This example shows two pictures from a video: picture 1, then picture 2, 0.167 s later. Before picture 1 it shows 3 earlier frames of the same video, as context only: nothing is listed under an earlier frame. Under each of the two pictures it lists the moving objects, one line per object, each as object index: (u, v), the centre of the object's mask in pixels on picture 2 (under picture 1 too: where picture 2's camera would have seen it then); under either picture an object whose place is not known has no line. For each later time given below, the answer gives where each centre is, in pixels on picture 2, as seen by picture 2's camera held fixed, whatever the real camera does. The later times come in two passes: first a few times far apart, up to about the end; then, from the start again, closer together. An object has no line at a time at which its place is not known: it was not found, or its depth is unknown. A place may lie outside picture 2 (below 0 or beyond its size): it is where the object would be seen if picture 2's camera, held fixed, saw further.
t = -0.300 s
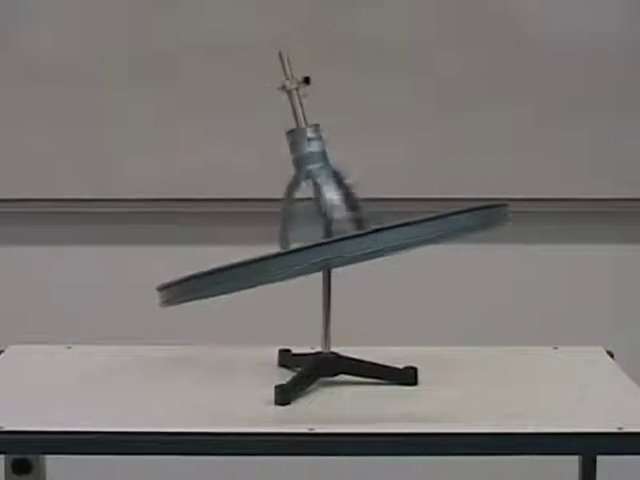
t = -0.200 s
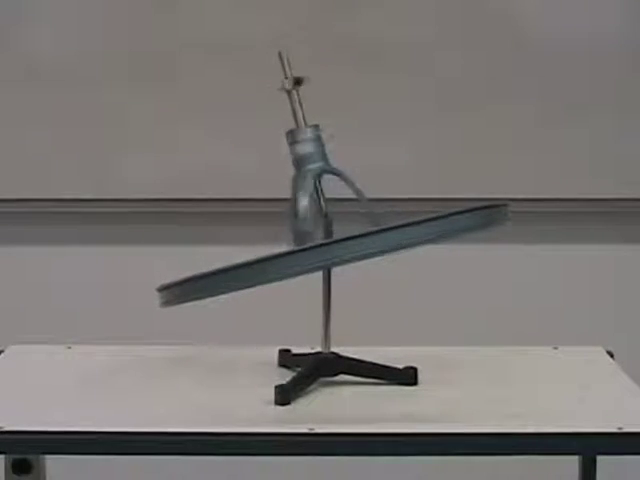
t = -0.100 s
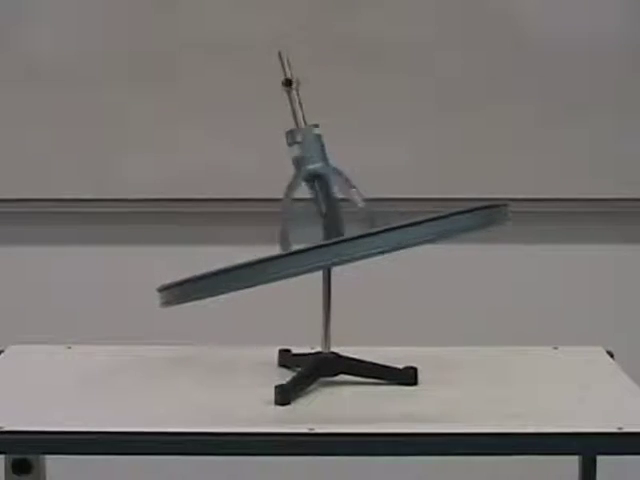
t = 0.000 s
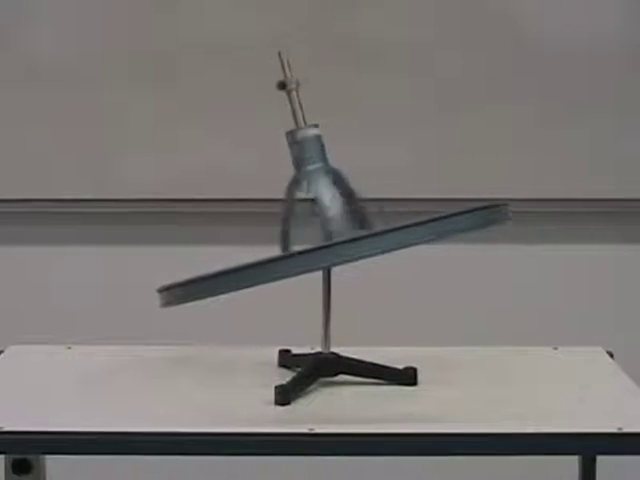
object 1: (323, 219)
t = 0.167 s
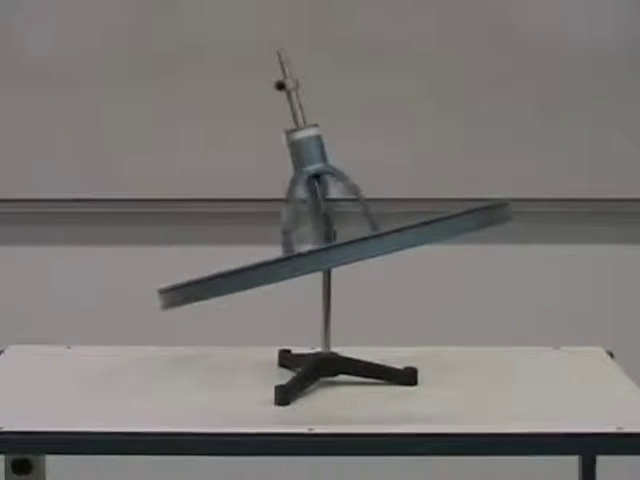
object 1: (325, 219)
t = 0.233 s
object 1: (324, 219)
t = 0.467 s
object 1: (323, 221)
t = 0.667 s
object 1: (324, 223)
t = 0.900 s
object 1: (323, 225)
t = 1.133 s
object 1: (326, 227)
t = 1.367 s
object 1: (327, 229)
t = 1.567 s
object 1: (328, 231)
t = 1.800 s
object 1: (330, 232)
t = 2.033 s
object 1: (329, 233)
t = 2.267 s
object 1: (329, 235)
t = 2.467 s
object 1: (330, 236)
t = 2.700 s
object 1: (331, 238)
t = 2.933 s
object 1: (331, 238)
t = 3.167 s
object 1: (331, 240)
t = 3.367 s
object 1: (332, 240)
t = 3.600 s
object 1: (332, 242)
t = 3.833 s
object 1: (333, 243)
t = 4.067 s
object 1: (332, 244)
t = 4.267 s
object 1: (333, 245)
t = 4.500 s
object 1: (333, 245)
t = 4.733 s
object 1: (333, 246)
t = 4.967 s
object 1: (333, 247)
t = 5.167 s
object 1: (333, 247)
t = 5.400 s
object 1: (333, 248)
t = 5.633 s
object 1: (334, 249)
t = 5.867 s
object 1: (333, 249)
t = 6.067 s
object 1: (333, 250)
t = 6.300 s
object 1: (333, 250)
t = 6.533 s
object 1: (332, 251)
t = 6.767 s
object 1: (332, 251)
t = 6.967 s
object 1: (332, 251)
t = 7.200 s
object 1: (331, 251)
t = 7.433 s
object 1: (332, 252)
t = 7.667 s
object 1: (332, 252)
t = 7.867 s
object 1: (332, 252)
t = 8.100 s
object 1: (331, 253)
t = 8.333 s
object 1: (331, 253)
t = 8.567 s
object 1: (331, 254)
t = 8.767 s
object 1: (331, 253)
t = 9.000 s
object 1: (331, 253)
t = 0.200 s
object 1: (324, 219)
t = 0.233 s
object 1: (324, 219)
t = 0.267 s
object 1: (324, 220)
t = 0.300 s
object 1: (324, 219)
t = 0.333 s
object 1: (325, 220)
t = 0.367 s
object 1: (326, 220)
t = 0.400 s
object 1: (325, 220)
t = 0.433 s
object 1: (324, 221)
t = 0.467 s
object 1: (323, 221)
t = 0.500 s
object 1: (323, 222)
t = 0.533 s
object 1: (323, 222)
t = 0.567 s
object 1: (322, 222)
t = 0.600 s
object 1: (323, 222)
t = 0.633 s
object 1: (324, 222)
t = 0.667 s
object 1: (324, 223)
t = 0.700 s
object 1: (323, 223)
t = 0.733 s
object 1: (323, 224)
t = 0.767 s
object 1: (323, 224)
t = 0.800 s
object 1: (321, 225)
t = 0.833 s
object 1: (322, 225)
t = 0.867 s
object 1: (322, 225)
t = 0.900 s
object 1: (323, 225)
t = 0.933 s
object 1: (323, 226)
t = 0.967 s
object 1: (324, 226)
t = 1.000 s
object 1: (323, 226)
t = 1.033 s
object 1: (323, 227)
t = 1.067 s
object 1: (322, 227)
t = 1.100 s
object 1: (323, 228)
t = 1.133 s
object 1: (326, 227)
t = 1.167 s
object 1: (327, 227)
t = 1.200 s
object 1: (327, 227)
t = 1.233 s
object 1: (328, 228)
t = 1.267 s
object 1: (328, 228)
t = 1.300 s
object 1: (327, 228)
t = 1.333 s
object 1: (326, 229)
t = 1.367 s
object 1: (327, 229)
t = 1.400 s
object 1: (327, 230)
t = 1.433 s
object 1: (327, 230)
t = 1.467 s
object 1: (327, 230)
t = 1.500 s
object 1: (328, 230)
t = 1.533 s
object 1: (328, 231)
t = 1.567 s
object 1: (328, 231)
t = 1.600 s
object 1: (328, 231)
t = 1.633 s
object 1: (328, 231)
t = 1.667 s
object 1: (328, 232)
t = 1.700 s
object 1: (328, 231)
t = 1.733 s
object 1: (328, 231)
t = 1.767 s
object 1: (329, 232)
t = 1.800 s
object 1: (330, 232)
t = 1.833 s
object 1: (330, 232)
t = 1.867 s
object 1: (329, 232)
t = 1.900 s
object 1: (329, 233)
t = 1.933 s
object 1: (328, 233)
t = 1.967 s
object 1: (328, 234)
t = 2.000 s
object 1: (329, 233)
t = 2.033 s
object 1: (329, 233)
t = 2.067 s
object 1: (330, 233)
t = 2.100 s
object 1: (330, 234)
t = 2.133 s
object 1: (330, 234)
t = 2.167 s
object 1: (330, 234)
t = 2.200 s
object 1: (330, 235)
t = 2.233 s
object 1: (329, 235)
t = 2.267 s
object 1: (329, 235)
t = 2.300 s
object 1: (330, 235)
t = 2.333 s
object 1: (330, 235)
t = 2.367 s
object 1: (330, 236)
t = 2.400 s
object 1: (331, 236)
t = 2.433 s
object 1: (330, 236)
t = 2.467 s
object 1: (330, 236)
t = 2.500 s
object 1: (330, 237)
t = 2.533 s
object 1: (330, 237)
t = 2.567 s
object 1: (330, 237)
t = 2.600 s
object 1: (330, 237)
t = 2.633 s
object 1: (331, 237)
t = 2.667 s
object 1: (331, 238)
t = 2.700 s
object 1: (331, 238)
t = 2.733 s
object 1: (330, 238)
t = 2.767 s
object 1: (330, 237)
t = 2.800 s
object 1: (330, 238)
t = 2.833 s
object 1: (330, 238)
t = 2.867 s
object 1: (330, 238)
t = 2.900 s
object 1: (330, 238)
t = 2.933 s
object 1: (331, 238)
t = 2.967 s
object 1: (332, 239)
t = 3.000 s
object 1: (332, 239)
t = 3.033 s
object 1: (331, 239)
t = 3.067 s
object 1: (331, 240)
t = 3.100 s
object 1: (331, 241)
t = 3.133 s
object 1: (331, 241)
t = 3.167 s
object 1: (331, 240)
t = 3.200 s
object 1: (331, 240)
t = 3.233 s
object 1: (332, 241)
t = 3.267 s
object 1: (332, 241)
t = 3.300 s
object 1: (332, 240)
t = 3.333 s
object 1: (332, 240)
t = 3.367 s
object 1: (332, 240)
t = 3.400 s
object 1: (332, 241)
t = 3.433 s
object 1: (331, 241)
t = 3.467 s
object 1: (332, 241)
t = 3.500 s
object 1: (332, 241)
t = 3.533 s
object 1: (332, 242)
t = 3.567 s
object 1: (332, 242)
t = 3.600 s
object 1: (332, 242)
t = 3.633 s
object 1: (332, 243)
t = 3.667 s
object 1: (332, 243)
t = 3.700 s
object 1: (332, 243)
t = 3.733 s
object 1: (332, 243)
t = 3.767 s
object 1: (332, 243)
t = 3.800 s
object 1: (333, 243)
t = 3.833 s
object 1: (333, 243)
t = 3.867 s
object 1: (333, 244)
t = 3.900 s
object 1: (333, 244)
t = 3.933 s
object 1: (333, 244)
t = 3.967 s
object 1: (332, 244)
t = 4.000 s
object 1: (332, 244)
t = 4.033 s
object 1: (332, 244)
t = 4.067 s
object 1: (332, 244)
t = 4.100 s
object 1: (332, 244)
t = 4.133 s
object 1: (333, 244)
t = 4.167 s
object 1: (333, 245)
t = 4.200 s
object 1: (333, 244)
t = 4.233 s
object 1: (333, 245)
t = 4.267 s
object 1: (333, 245)
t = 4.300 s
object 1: (333, 245)
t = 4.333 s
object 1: (333, 245)
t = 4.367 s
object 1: (333, 245)
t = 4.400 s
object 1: (333, 245)
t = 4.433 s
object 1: (333, 245)
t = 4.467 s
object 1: (333, 245)
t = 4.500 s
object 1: (333, 245)
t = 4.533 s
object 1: (333, 245)
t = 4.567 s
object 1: (333, 245)
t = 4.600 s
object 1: (333, 245)
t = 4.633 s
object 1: (333, 245)
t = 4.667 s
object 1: (333, 245)
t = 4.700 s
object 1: (333, 246)
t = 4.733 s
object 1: (333, 246)
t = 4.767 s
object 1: (333, 246)
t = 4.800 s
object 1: (333, 246)
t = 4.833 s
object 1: (333, 247)
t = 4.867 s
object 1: (333, 247)
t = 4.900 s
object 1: (333, 247)
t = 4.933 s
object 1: (333, 247)
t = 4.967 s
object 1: (333, 247)
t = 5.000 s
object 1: (334, 247)
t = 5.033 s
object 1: (333, 247)
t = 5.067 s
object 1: (333, 247)
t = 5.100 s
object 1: (333, 247)
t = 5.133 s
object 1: (333, 247)
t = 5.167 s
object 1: (333, 247)
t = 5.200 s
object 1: (333, 247)
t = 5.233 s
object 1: (333, 247)
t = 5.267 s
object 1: (333, 247)
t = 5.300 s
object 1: (333, 247)
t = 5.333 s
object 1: (333, 248)
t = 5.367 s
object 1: (333, 248)
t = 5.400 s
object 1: (333, 248)
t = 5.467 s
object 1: (333, 248)
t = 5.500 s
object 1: (333, 248)
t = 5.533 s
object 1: (333, 248)
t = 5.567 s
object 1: (334, 248)
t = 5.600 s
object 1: (334, 249)
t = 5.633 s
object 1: (334, 249)
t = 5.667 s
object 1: (334, 249)
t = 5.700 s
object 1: (333, 249)
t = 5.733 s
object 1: (333, 249)
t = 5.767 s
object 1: (333, 249)
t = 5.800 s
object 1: (333, 249)
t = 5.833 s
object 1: (333, 249)
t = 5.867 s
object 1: (333, 249)
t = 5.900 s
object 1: (333, 249)
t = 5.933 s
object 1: (333, 249)
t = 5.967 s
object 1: (333, 249)
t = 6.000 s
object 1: (333, 249)
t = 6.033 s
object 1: (333, 249)
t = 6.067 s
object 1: (333, 250)
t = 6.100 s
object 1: (333, 250)
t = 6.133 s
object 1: (333, 250)
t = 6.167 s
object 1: (333, 250)
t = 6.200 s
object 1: (333, 250)
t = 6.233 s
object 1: (333, 250)
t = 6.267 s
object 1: (333, 250)
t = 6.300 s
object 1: (333, 250)
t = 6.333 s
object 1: (333, 250)
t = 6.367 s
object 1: (333, 250)
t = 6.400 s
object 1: (333, 250)
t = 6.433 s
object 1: (333, 250)
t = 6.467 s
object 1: (332, 250)
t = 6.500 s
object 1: (332, 251)
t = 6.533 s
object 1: (332, 251)
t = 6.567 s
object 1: (332, 251)
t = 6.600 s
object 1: (332, 251)
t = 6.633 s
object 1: (332, 251)
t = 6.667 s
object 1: (332, 251)
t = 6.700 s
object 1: (332, 251)
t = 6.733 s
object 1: (332, 251)
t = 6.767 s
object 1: (332, 251)
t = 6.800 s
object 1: (332, 251)
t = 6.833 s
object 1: (332, 251)
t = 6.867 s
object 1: (332, 251)
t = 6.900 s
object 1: (332, 251)
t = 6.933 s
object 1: (332, 251)
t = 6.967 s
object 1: (332, 251)
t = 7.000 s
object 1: (332, 252)
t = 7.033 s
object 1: (332, 252)
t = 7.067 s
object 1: (332, 252)
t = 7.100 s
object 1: (332, 252)
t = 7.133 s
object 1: (332, 251)
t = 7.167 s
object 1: (332, 251)
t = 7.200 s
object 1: (331, 251)
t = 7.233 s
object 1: (332, 251)
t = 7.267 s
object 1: (332, 251)
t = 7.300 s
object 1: (332, 251)
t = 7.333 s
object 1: (332, 252)
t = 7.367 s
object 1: (332, 252)
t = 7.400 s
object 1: (332, 252)
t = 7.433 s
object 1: (332, 252)
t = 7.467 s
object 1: (332, 252)
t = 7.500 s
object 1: (332, 253)
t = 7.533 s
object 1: (332, 253)
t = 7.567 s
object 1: (332, 253)
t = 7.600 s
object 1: (332, 252)
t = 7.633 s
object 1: (332, 252)
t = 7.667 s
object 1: (332, 252)
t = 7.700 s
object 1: (332, 252)
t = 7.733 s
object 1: (332, 252)
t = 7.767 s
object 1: (332, 252)
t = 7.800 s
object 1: (332, 252)
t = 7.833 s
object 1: (332, 252)
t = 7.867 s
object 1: (332, 252)
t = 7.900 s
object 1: (332, 252)
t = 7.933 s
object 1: (332, 252)
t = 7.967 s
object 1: (332, 252)
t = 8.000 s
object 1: (332, 252)
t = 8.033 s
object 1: (332, 252)
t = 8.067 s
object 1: (331, 253)
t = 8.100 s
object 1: (331, 253)
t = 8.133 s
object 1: (331, 253)
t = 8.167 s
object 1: (331, 253)
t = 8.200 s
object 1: (331, 253)
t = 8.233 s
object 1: (331, 253)
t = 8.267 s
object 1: (331, 253)
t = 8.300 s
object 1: (331, 253)
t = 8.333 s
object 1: (331, 253)
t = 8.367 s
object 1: (331, 253)
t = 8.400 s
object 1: (331, 253)
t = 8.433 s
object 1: (331, 253)
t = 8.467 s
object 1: (331, 253)
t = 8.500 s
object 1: (331, 253)
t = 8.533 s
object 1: (331, 253)
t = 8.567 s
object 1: (331, 254)
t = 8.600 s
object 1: (331, 254)
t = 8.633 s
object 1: (331, 254)
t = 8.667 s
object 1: (331, 253)
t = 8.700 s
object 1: (331, 253)
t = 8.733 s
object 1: (331, 253)
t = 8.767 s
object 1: (331, 253)
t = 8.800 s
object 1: (331, 253)
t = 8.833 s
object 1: (331, 253)
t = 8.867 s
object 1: (331, 253)
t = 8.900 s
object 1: (331, 253)
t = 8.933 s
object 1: (331, 253)
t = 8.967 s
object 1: (331, 253)
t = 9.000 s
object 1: (331, 253)
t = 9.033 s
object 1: (331, 253)
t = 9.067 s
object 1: (331, 253)
